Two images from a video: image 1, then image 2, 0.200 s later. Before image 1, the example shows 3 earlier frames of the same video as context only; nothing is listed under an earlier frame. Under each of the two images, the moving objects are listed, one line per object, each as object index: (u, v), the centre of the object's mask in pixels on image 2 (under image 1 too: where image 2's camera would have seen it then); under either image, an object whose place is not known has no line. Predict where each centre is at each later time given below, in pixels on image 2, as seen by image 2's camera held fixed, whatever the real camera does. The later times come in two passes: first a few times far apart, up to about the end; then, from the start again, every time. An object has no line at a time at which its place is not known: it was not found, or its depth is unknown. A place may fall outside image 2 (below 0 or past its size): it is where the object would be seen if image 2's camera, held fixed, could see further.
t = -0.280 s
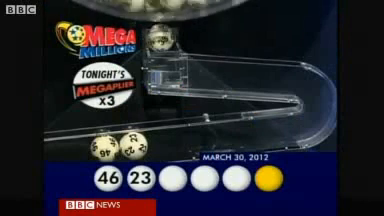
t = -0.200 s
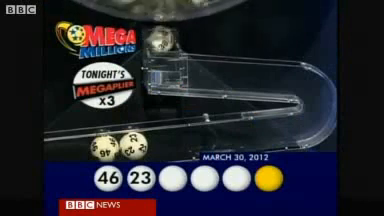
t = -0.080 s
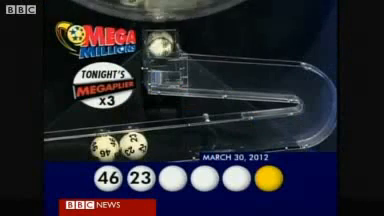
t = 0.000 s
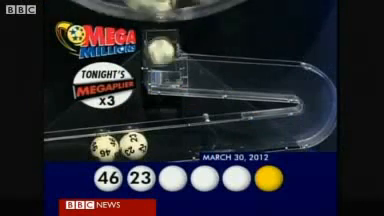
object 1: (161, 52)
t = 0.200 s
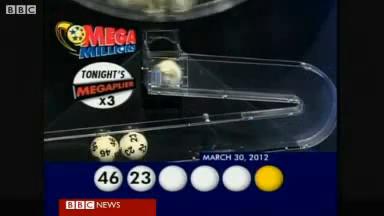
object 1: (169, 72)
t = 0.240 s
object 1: (175, 74)
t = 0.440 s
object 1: (219, 78)
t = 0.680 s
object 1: (288, 82)
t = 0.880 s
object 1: (303, 125)
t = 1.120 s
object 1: (253, 132)
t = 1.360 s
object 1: (203, 137)
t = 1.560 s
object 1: (161, 143)
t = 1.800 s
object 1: (165, 142)
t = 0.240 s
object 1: (175, 74)
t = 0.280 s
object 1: (184, 74)
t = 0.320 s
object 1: (192, 76)
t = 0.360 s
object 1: (200, 76)
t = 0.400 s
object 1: (209, 77)
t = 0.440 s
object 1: (219, 78)
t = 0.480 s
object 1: (230, 78)
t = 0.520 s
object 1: (240, 79)
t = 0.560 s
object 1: (252, 79)
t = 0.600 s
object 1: (264, 80)
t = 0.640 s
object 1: (276, 81)
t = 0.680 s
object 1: (288, 82)
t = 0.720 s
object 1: (302, 83)
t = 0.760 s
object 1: (315, 92)
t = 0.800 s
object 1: (318, 105)
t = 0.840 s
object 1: (312, 118)
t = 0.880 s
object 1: (303, 125)
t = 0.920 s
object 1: (288, 128)
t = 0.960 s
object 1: (279, 129)
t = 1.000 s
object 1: (272, 130)
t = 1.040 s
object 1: (266, 131)
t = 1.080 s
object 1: (260, 131)
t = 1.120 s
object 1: (253, 132)
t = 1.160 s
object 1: (246, 133)
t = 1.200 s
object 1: (238, 133)
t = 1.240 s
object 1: (230, 134)
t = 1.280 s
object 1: (222, 134)
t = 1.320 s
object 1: (212, 136)
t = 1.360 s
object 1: (203, 137)
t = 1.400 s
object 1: (192, 139)
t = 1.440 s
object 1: (182, 140)
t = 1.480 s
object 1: (171, 141)
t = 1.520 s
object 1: (162, 142)
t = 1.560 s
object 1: (161, 143)
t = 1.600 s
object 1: (163, 142)
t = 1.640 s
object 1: (164, 142)
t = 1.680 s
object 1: (165, 142)
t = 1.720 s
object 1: (165, 142)
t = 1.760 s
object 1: (165, 142)
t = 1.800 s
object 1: (165, 142)
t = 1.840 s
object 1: (163, 143)
